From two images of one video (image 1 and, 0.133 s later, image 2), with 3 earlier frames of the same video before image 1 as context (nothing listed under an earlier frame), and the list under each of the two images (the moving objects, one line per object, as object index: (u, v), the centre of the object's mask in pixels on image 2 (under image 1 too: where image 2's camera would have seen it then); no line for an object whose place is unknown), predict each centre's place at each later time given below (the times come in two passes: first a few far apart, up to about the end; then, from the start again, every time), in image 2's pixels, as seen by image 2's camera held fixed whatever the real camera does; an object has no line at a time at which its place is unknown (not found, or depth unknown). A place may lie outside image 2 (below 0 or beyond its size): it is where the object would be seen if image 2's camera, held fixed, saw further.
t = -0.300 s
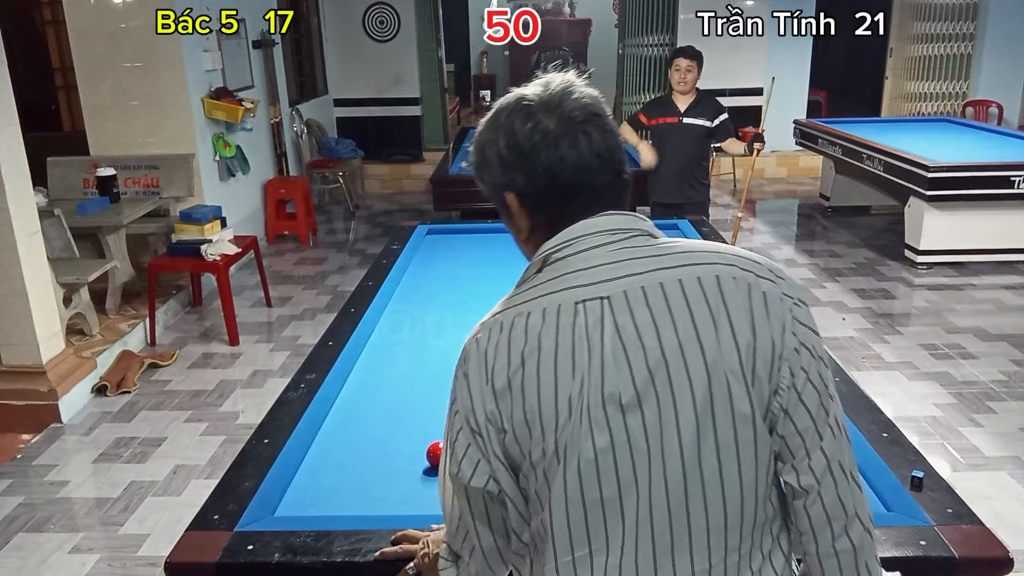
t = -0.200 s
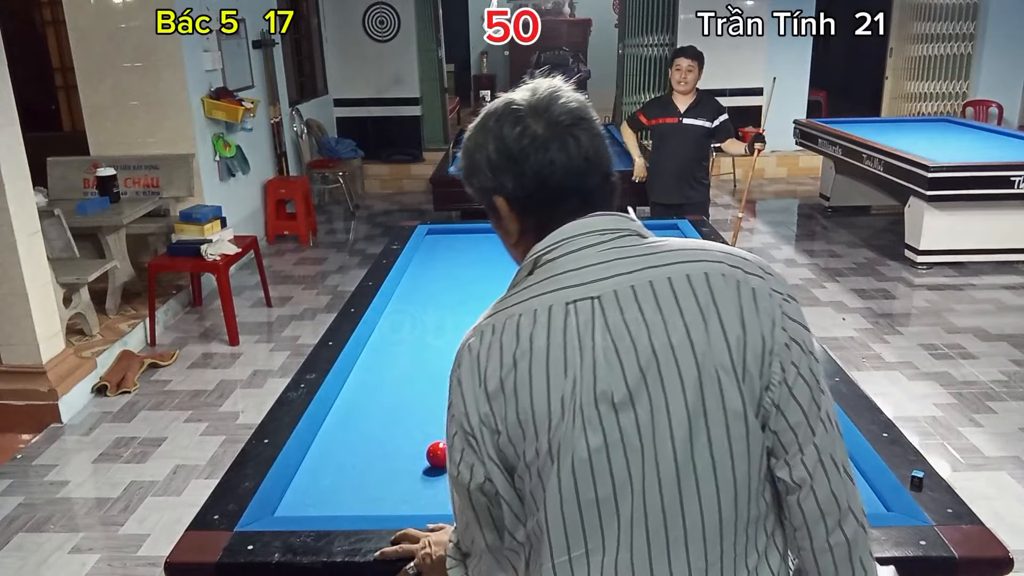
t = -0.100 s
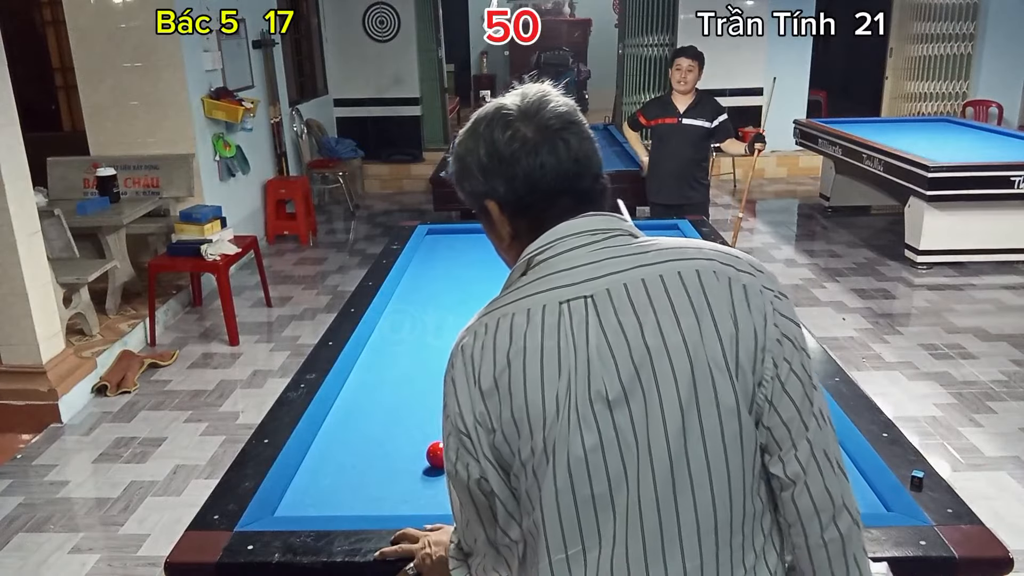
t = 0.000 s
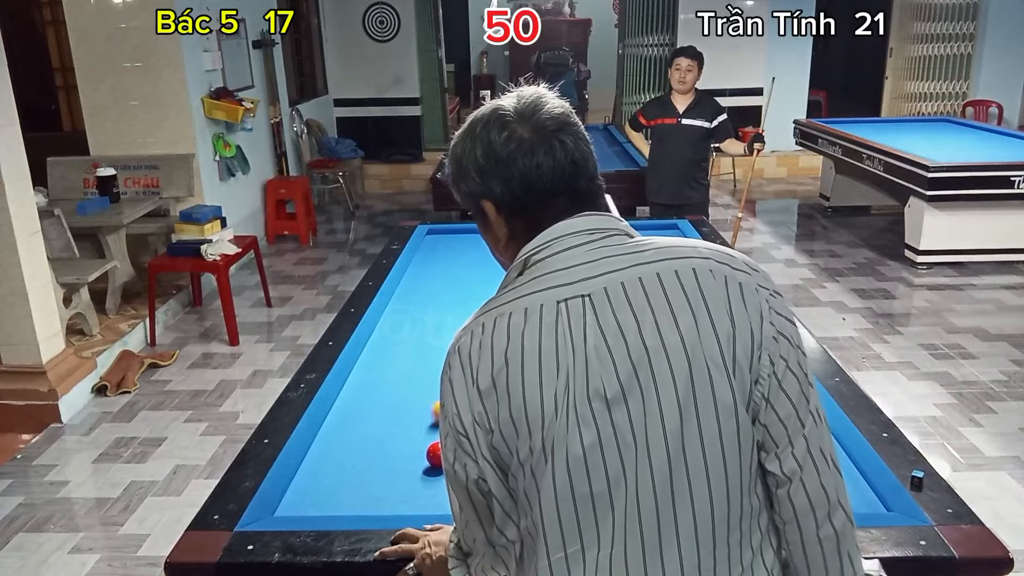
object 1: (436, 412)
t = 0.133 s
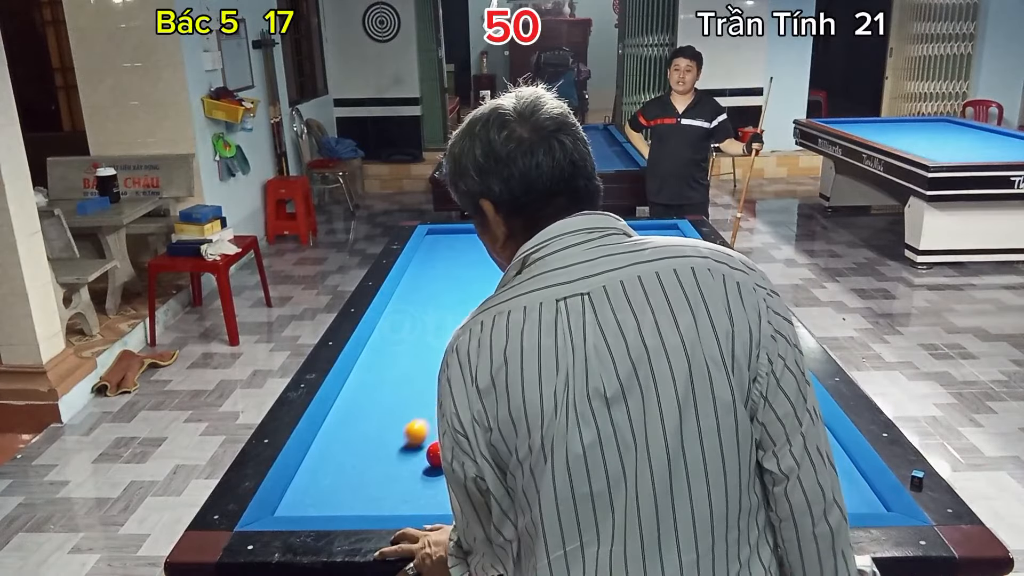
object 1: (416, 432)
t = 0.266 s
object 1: (386, 456)
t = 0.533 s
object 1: (315, 505)
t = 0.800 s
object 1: (331, 475)
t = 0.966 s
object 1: (361, 457)
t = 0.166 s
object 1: (409, 439)
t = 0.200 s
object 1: (401, 444)
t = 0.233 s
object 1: (394, 450)
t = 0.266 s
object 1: (386, 456)
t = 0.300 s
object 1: (378, 463)
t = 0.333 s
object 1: (370, 470)
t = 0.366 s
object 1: (361, 476)
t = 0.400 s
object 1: (353, 483)
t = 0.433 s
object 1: (344, 490)
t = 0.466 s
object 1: (335, 497)
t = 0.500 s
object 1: (325, 502)
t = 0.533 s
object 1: (315, 505)
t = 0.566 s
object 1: (309, 503)
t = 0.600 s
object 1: (302, 500)
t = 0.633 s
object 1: (297, 496)
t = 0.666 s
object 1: (303, 491)
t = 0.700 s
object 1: (310, 487)
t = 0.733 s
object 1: (317, 484)
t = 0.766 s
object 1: (324, 479)
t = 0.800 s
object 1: (331, 475)
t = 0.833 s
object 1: (337, 472)
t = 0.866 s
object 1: (343, 468)
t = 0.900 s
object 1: (349, 464)
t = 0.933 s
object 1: (355, 460)
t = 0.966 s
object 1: (361, 457)
